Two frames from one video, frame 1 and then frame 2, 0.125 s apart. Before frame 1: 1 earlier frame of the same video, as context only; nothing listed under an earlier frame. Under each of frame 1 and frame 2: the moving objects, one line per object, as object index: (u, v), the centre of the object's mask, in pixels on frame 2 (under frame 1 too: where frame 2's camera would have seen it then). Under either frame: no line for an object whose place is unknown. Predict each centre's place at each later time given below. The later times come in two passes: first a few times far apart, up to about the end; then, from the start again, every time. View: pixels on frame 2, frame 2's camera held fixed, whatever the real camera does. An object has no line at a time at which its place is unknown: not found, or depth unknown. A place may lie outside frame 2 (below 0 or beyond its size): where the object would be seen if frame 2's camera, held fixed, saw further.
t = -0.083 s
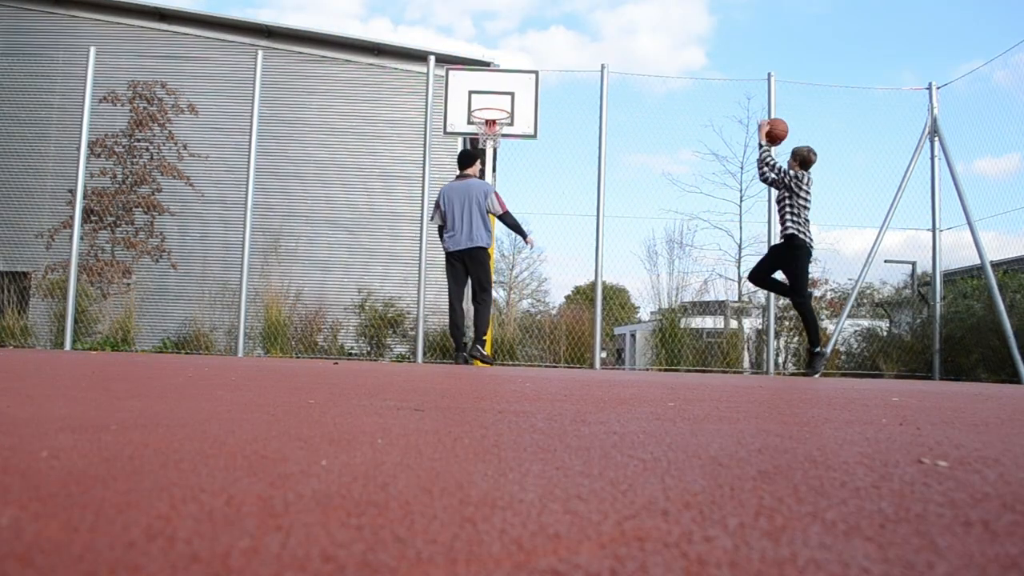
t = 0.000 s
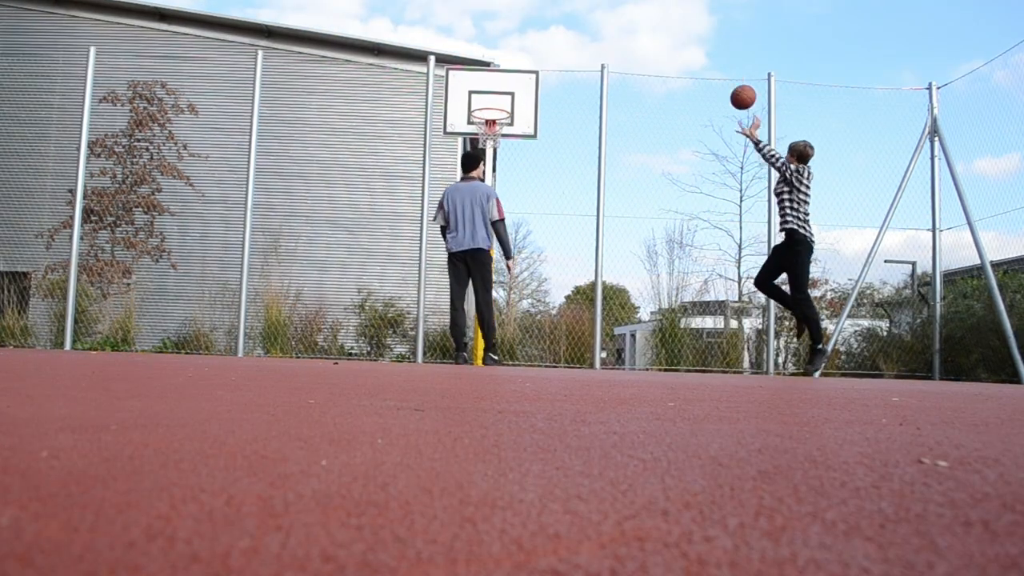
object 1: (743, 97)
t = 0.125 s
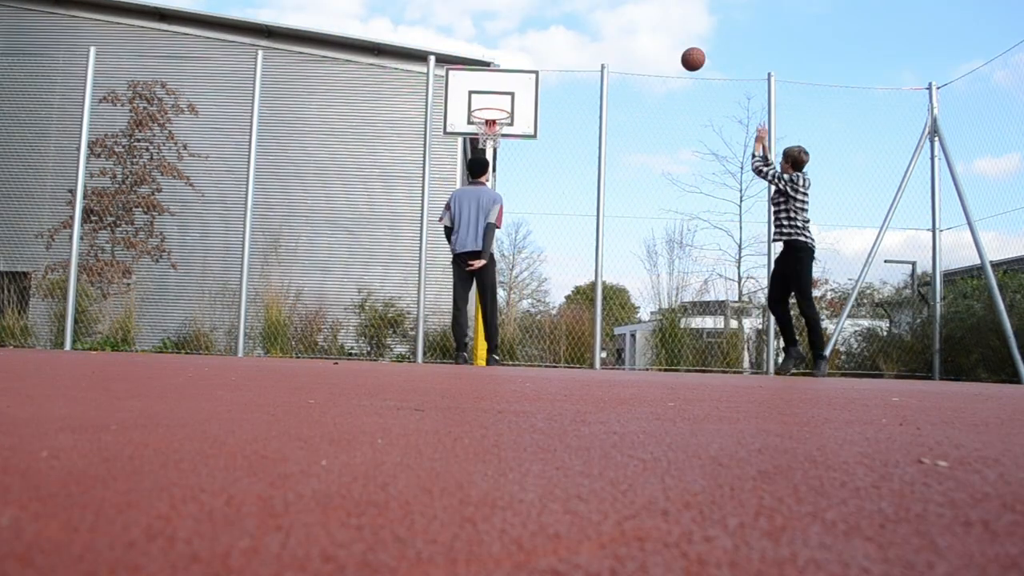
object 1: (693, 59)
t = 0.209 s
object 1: (662, 43)
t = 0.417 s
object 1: (592, 35)
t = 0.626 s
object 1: (529, 62)
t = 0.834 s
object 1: (488, 113)
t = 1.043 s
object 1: (485, 130)
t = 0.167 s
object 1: (677, 50)
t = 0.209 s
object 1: (662, 43)
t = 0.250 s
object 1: (647, 38)
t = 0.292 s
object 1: (632, 35)
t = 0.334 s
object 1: (619, 33)
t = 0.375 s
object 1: (605, 33)
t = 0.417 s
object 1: (592, 35)
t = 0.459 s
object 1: (578, 37)
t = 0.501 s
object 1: (566, 42)
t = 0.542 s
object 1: (553, 47)
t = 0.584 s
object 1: (541, 54)
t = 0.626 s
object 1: (529, 62)
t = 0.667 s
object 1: (517, 71)
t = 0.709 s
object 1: (506, 82)
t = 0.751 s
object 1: (495, 94)
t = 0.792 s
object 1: (483, 106)
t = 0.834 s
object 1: (488, 113)
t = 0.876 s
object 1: (496, 117)
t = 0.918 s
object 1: (492, 116)
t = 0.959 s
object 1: (487, 118)
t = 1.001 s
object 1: (485, 124)
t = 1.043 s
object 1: (485, 130)
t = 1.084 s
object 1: (483, 142)
